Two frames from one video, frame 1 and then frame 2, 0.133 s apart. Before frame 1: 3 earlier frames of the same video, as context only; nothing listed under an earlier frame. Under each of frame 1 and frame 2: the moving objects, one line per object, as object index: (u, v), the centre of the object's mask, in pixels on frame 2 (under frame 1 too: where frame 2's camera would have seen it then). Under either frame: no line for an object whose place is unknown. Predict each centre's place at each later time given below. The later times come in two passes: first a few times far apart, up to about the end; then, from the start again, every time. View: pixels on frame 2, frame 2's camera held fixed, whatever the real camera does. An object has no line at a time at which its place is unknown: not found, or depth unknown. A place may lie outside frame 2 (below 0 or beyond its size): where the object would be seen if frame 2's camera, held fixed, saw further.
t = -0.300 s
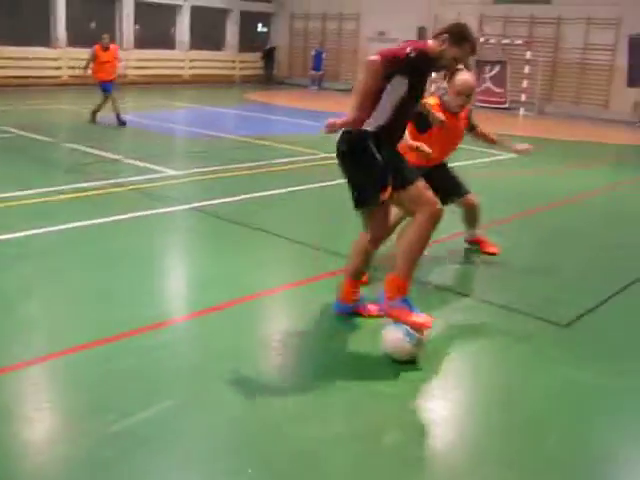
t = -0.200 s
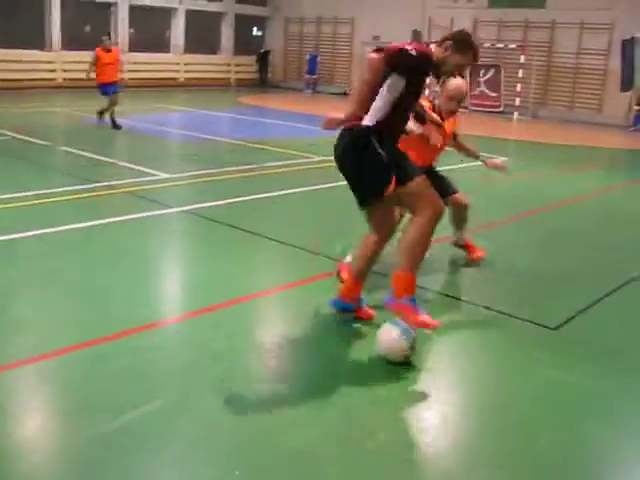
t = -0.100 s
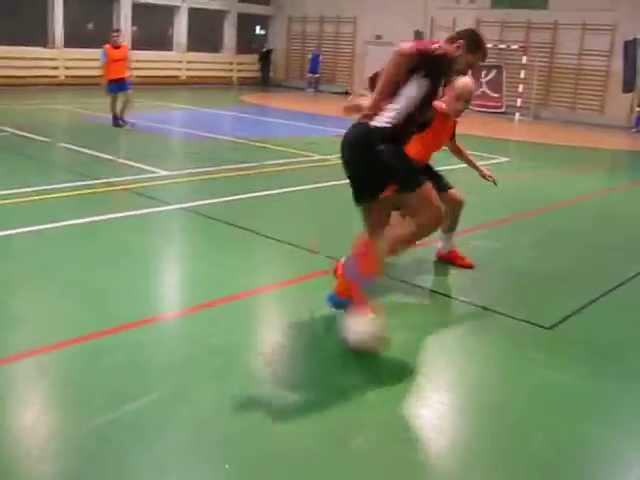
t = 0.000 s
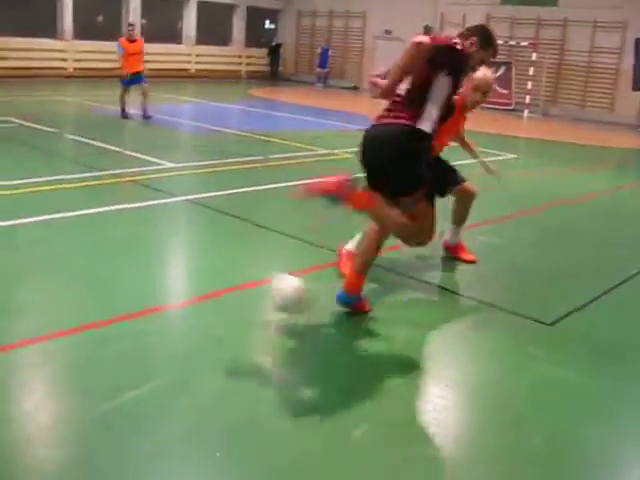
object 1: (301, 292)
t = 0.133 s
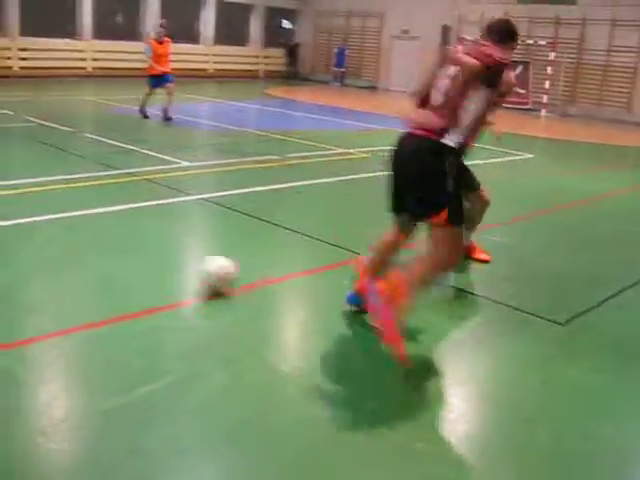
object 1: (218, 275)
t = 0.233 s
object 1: (162, 259)
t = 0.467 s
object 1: (64, 227)
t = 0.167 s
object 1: (197, 266)
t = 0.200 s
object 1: (179, 261)
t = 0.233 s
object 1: (162, 259)
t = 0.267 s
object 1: (146, 253)
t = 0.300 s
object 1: (131, 247)
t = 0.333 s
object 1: (116, 243)
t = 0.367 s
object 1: (102, 239)
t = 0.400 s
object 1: (88, 235)
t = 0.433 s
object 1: (76, 229)
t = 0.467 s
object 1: (64, 227)
